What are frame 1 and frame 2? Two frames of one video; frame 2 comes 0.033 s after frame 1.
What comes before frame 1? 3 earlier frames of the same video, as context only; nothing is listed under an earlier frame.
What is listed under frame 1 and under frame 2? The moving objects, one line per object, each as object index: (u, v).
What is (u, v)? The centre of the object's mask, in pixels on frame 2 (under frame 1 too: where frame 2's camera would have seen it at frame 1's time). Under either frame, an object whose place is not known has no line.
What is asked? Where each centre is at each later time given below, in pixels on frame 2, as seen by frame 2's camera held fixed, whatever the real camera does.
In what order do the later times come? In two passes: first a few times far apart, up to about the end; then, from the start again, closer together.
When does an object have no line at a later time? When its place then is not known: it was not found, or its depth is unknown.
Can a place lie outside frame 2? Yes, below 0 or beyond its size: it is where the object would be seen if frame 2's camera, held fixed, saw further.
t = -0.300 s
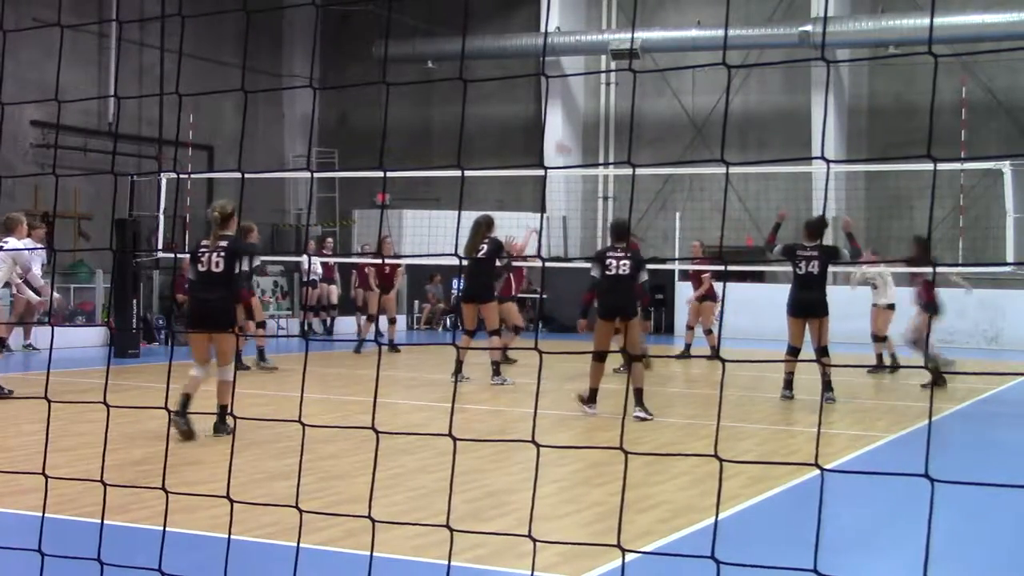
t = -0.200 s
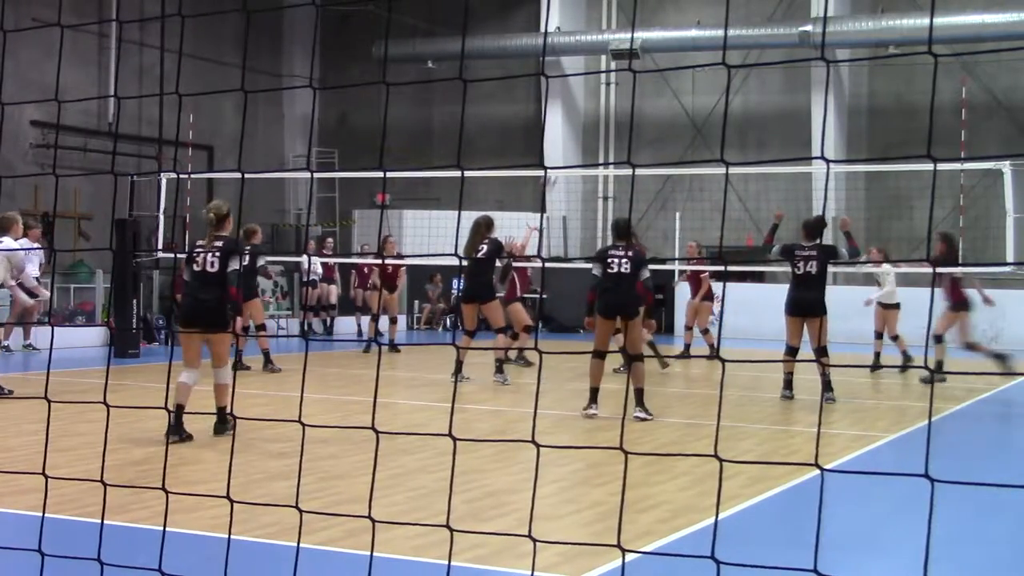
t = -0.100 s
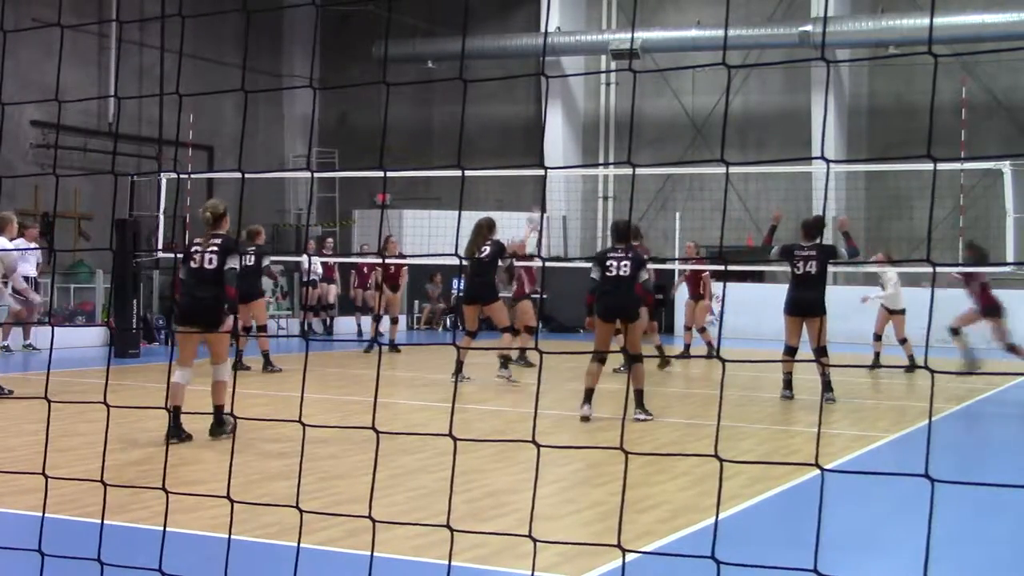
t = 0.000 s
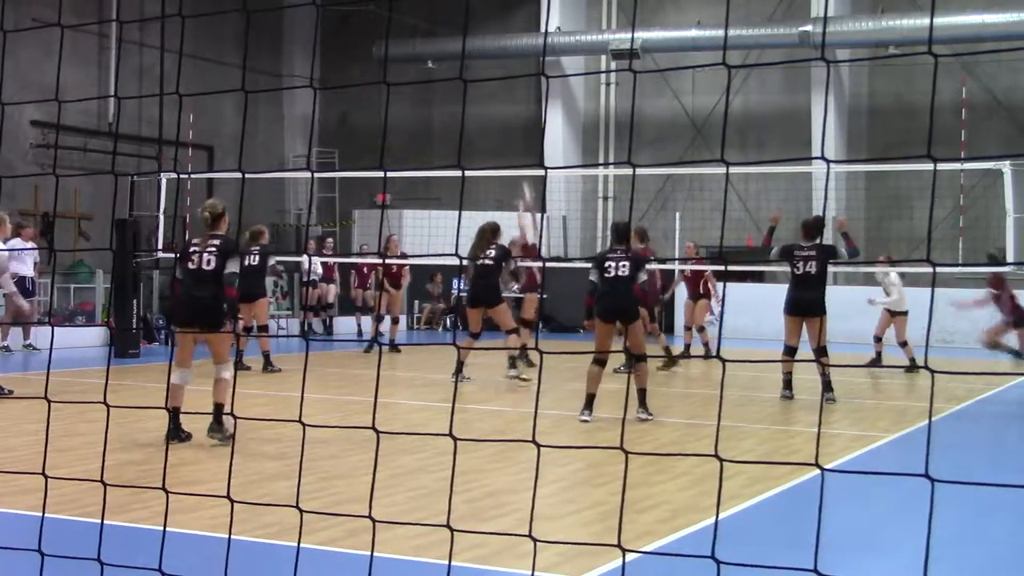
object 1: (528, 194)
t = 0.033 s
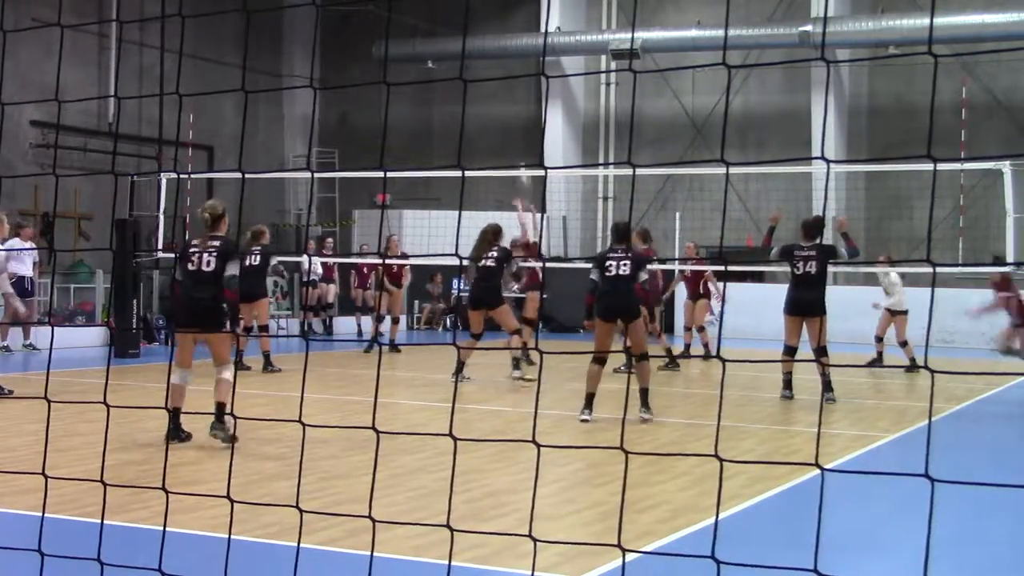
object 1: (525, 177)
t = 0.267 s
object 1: (497, 76)
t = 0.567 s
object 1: (464, 15)
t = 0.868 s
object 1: (432, 21)
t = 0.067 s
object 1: (519, 155)
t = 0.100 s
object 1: (515, 142)
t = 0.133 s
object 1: (512, 128)
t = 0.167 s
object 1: (508, 113)
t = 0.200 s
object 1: (504, 99)
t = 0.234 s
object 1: (502, 88)
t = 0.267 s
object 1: (497, 76)
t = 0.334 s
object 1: (490, 56)
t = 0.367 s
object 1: (487, 47)
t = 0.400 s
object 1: (484, 40)
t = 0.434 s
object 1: (478, 32)
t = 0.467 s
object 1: (474, 27)
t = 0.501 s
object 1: (471, 22)
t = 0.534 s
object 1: (468, 18)
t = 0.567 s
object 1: (464, 15)
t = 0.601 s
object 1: (460, 12)
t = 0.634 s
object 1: (456, 11)
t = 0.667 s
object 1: (452, 9)
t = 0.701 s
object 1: (451, 9)
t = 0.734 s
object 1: (447, 10)
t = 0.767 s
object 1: (443, 12)
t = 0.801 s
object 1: (440, 14)
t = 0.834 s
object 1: (436, 17)
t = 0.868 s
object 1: (432, 21)
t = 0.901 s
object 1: (428, 26)
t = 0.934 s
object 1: (424, 31)
